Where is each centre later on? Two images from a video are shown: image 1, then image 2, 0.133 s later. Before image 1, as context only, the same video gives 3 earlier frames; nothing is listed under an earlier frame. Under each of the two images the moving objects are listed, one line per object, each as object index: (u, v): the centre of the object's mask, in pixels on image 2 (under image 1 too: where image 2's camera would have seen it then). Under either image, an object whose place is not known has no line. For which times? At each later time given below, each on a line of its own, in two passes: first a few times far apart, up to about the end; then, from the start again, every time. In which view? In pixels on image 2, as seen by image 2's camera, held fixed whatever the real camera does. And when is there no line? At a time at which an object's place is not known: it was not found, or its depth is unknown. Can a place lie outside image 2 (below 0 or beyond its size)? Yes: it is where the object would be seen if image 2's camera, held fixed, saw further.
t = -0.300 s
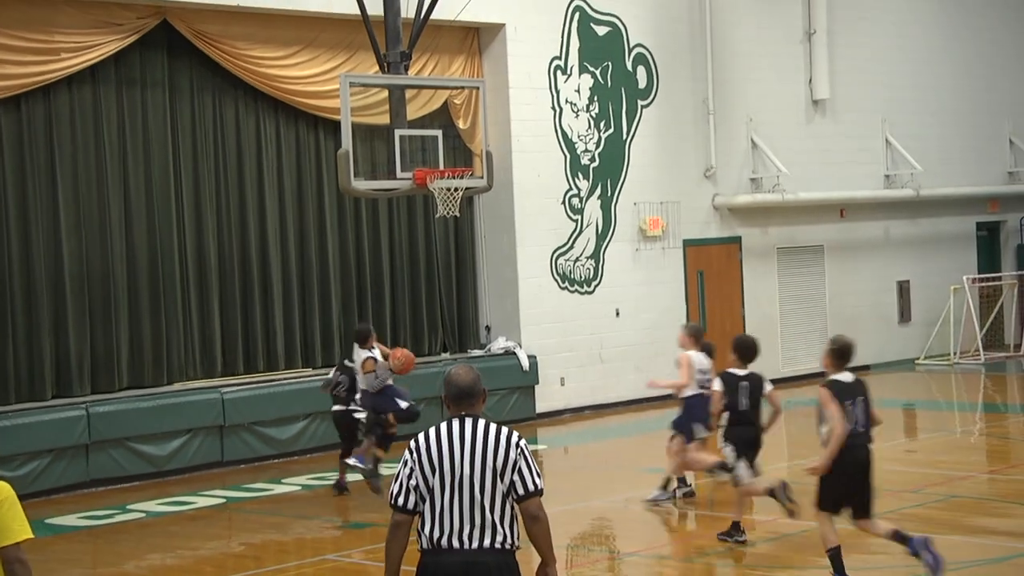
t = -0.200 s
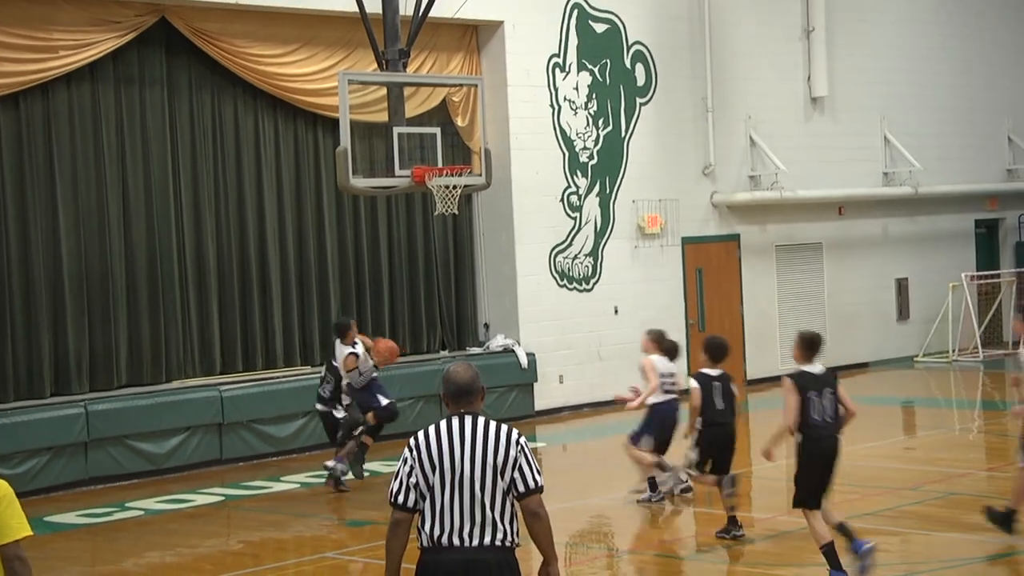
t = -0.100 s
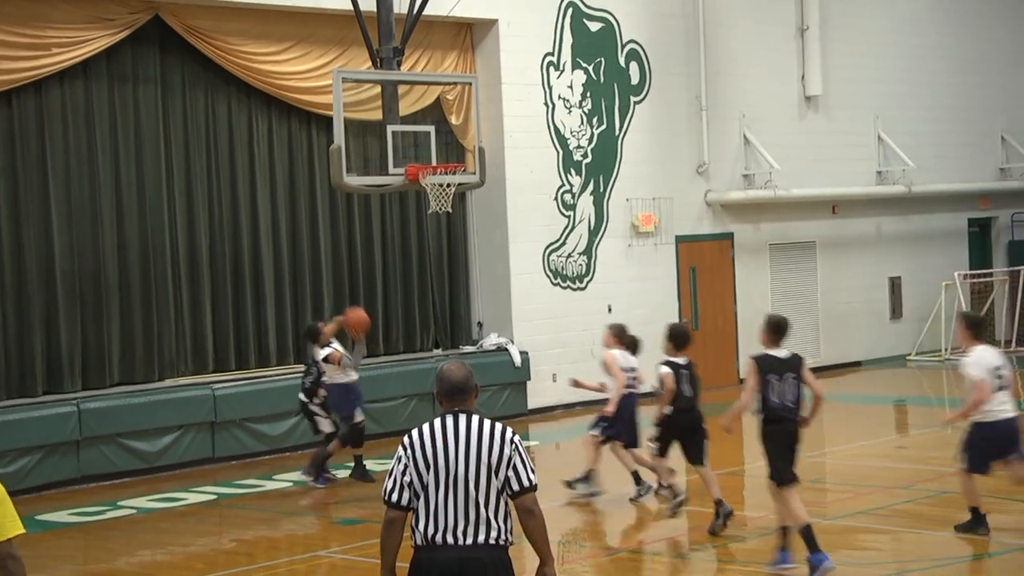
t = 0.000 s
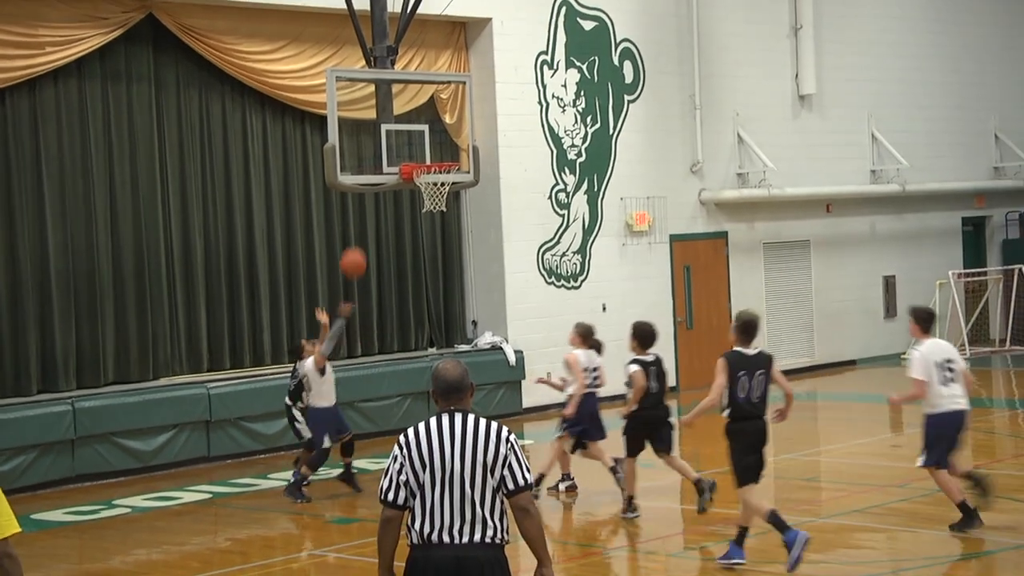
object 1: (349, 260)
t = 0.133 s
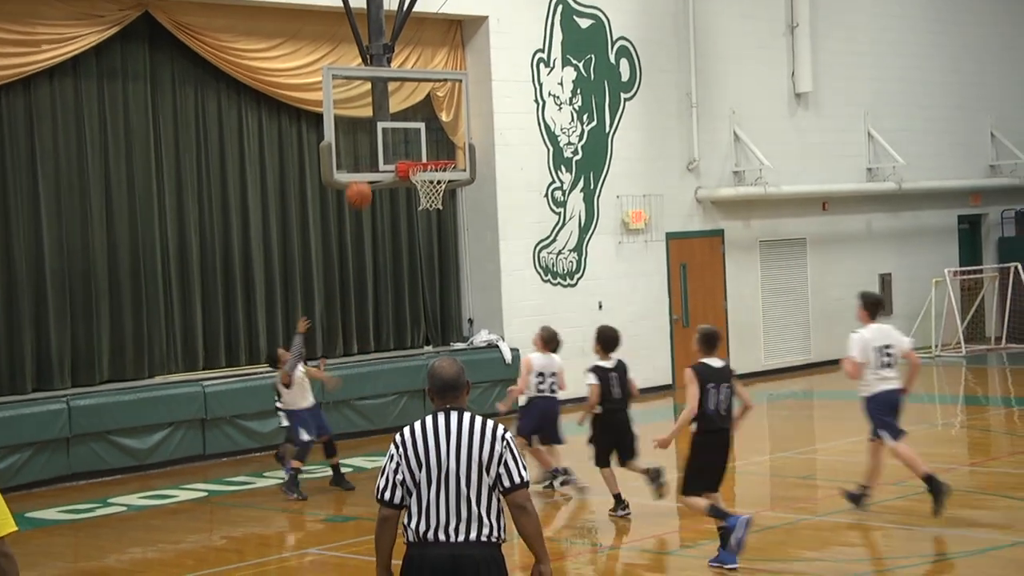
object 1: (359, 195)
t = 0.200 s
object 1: (364, 168)
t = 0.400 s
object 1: (380, 120)
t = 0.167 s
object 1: (361, 180)
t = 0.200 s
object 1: (364, 168)
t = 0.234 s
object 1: (366, 157)
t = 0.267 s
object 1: (369, 147)
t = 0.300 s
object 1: (371, 139)
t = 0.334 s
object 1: (374, 131)
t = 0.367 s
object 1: (377, 125)
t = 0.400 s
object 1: (380, 120)
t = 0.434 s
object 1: (383, 116)
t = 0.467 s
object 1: (386, 114)
